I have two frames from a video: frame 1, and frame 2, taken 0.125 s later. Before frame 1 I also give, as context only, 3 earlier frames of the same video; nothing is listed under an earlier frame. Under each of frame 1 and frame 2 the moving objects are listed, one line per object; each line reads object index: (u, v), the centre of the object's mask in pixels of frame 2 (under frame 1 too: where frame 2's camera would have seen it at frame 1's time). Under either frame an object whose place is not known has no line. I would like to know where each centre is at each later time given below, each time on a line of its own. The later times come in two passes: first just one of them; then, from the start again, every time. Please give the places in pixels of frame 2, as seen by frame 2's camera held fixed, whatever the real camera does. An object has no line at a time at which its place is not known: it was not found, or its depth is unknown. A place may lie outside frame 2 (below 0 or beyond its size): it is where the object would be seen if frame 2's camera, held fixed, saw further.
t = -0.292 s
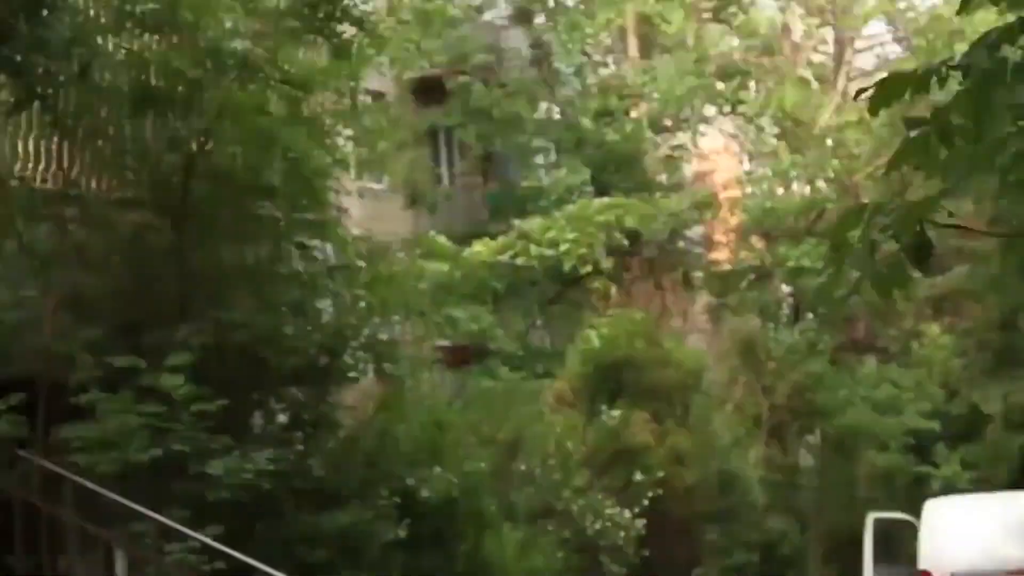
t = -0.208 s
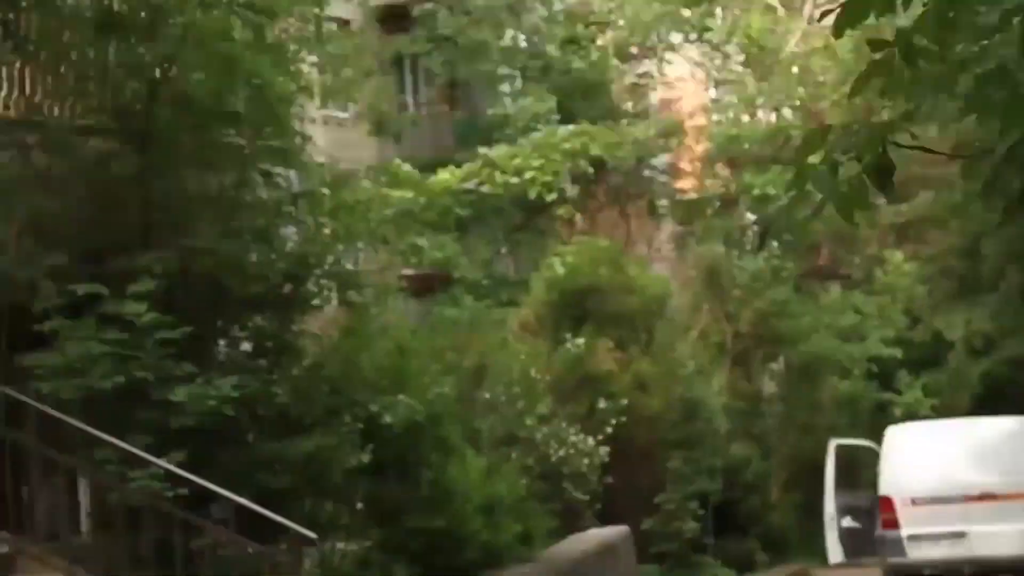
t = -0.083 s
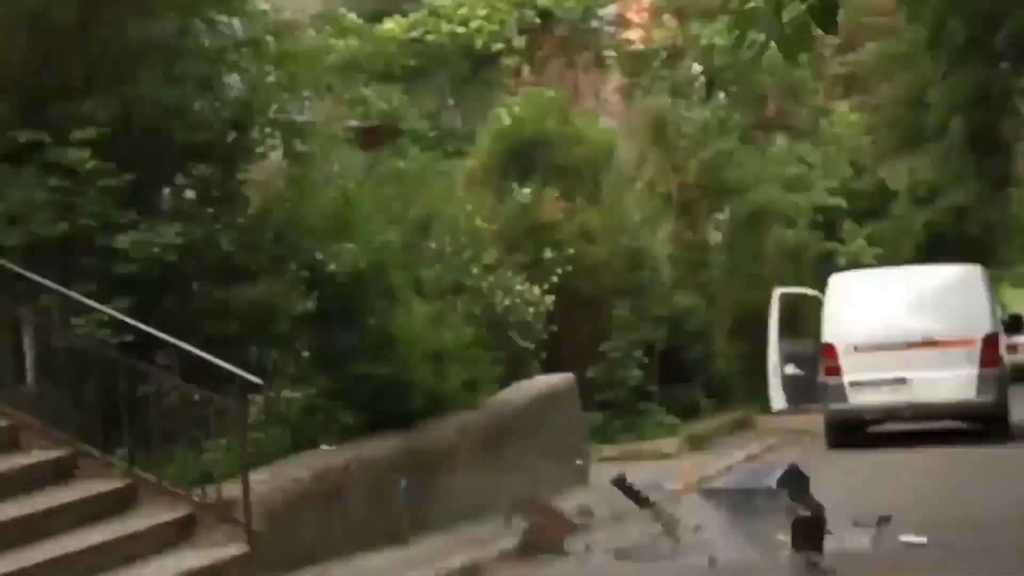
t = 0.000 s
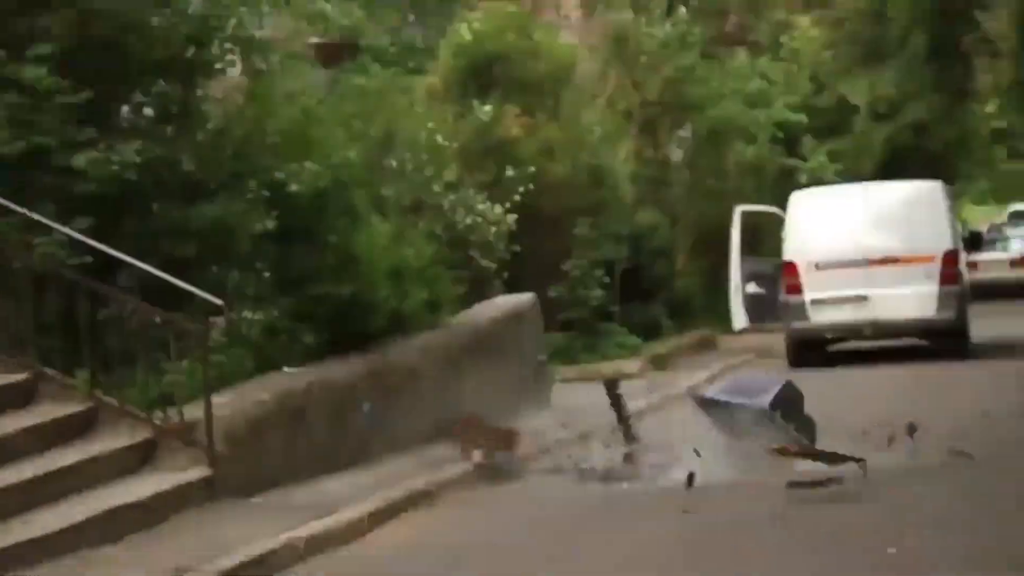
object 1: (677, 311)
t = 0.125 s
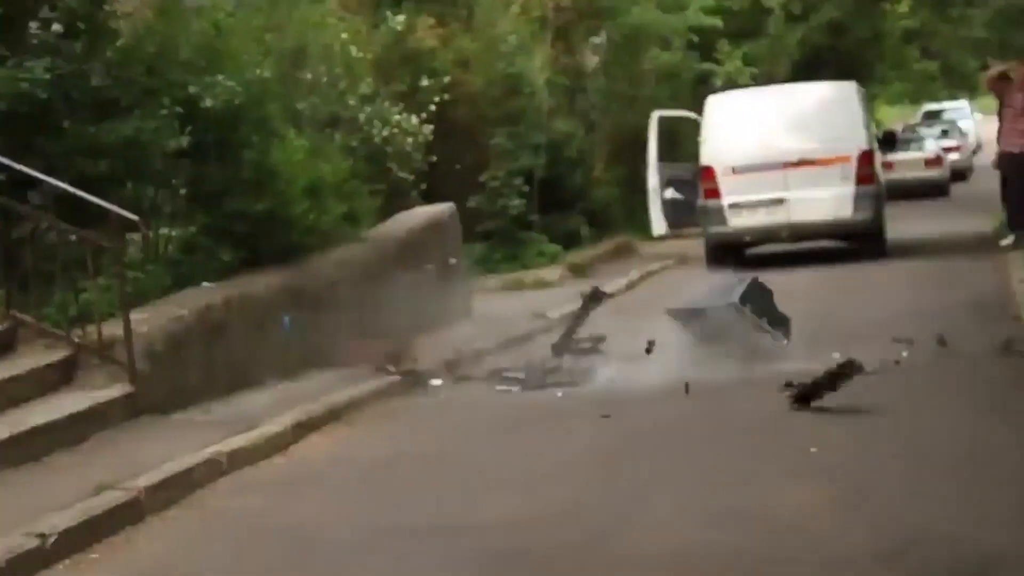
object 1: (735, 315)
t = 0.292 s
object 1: (784, 327)
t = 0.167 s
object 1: (749, 316)
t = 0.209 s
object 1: (763, 320)
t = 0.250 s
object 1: (775, 326)
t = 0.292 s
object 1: (784, 327)
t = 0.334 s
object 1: (800, 327)
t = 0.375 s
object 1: (811, 331)
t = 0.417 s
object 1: (817, 334)
